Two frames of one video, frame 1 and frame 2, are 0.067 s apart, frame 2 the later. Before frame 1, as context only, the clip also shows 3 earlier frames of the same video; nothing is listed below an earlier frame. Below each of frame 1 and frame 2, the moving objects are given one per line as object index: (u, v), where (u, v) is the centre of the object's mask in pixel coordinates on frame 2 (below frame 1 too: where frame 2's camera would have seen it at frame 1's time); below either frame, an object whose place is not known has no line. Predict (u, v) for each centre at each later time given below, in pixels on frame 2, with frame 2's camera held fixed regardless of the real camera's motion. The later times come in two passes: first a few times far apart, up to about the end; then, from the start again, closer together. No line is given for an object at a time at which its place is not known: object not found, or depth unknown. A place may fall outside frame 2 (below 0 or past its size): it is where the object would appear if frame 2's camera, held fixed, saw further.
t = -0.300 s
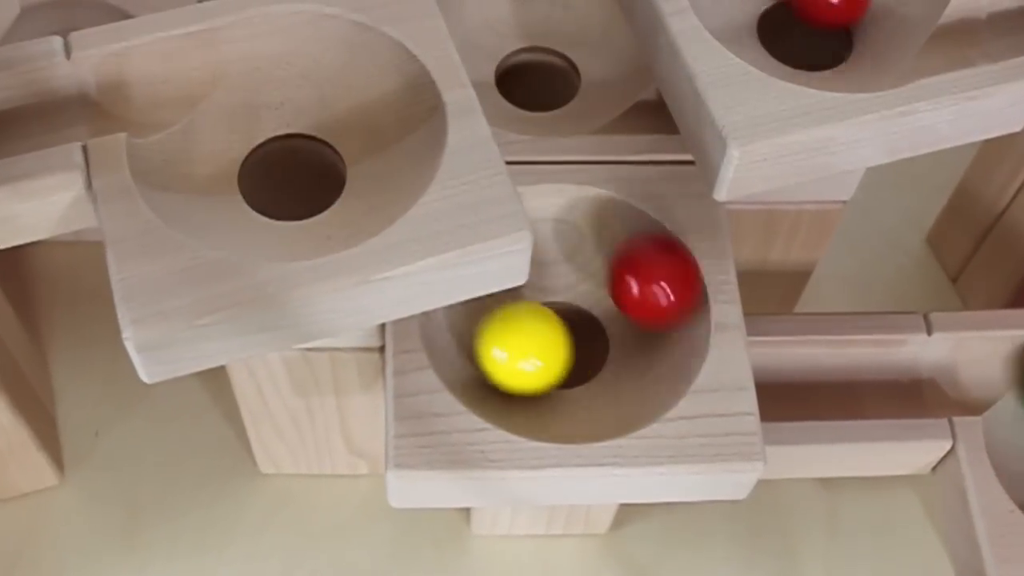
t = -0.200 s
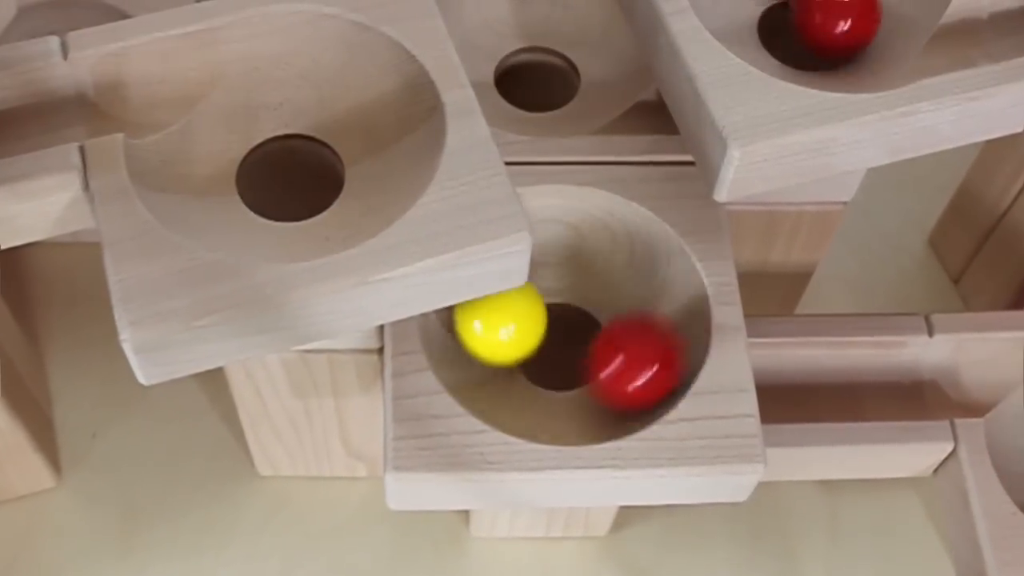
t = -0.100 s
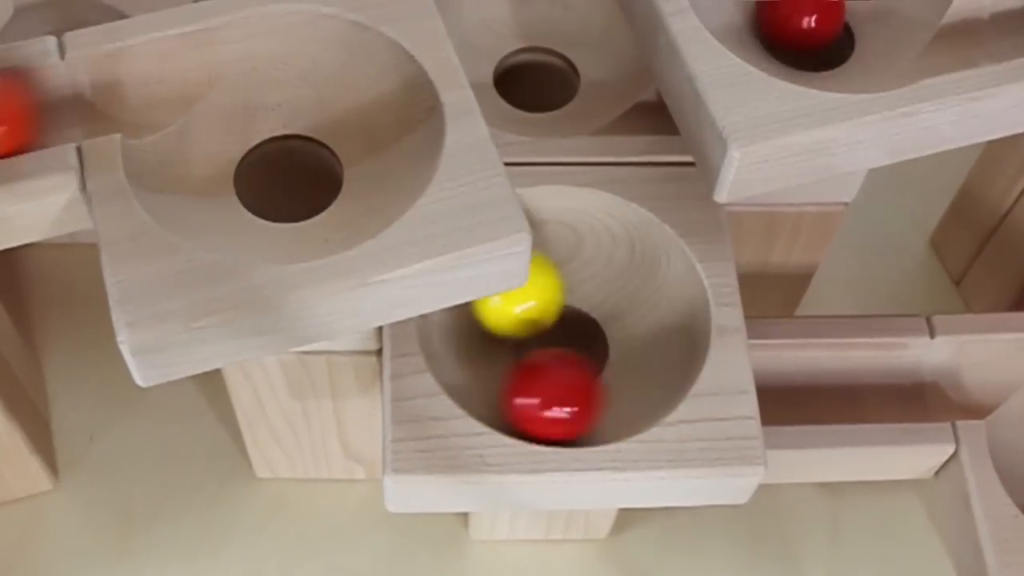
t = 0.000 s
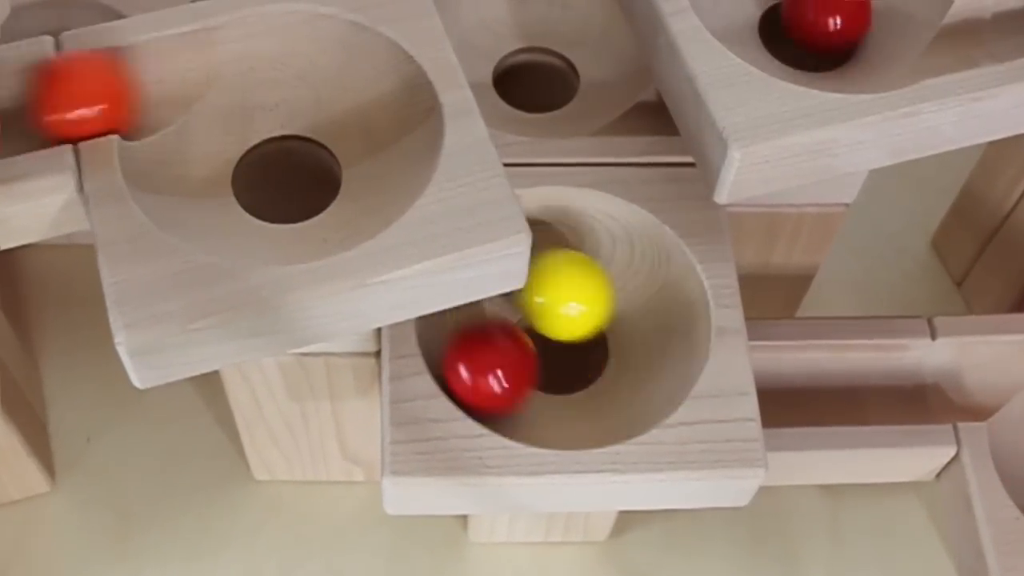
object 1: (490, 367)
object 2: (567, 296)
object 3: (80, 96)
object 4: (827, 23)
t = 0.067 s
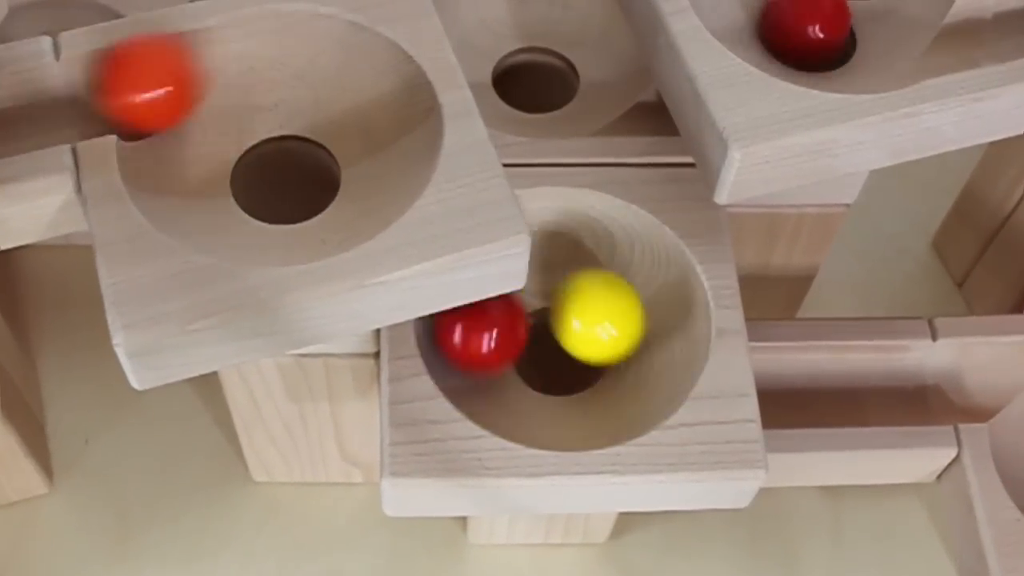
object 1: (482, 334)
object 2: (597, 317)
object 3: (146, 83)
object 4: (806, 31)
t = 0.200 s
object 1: (552, 258)
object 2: (603, 363)
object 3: (288, 76)
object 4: (815, 33)
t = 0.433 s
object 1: (644, 322)
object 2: (525, 335)
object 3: (345, 182)
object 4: (808, 33)
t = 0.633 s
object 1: (527, 385)
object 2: (580, 279)
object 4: (809, 33)
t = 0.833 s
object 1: (492, 317)
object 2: (593, 348)
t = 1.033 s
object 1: (618, 269)
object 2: (513, 338)
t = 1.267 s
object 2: (573, 294)
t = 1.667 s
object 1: (546, 251)
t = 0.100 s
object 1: (491, 322)
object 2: (607, 330)
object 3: (179, 75)
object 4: (812, 21)
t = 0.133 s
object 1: (510, 306)
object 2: (610, 342)
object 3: (214, 70)
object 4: (826, 23)
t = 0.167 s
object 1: (534, 282)
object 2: (609, 354)
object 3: (249, 70)
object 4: (828, 27)
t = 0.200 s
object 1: (552, 258)
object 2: (603, 363)
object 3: (288, 76)
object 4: (815, 33)
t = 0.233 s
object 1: (566, 249)
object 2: (594, 371)
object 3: (325, 86)
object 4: (807, 32)
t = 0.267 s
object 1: (586, 245)
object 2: (582, 374)
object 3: (357, 97)
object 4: (819, 28)
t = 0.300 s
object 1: (609, 248)
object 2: (568, 373)
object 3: (382, 111)
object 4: (820, 32)
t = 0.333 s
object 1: (628, 259)
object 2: (554, 369)
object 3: (391, 123)
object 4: (809, 33)
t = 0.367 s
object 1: (640, 277)
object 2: (541, 361)
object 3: (387, 143)
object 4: (807, 32)
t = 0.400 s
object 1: (645, 299)
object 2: (531, 349)
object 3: (372, 164)
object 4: (817, 32)
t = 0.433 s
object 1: (644, 322)
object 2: (525, 335)
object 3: (345, 182)
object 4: (808, 33)
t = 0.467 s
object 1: (635, 344)
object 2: (527, 321)
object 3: (313, 196)
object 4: (808, 28)
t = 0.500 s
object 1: (620, 363)
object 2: (535, 307)
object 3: (281, 197)
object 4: (817, 32)
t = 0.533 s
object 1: (599, 377)
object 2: (546, 294)
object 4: (808, 33)
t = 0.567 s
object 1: (576, 387)
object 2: (558, 284)
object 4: (812, 33)
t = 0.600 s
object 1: (552, 389)
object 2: (569, 279)
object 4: (811, 34)
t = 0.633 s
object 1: (527, 385)
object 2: (580, 279)
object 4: (809, 33)
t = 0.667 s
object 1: (504, 377)
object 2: (592, 285)
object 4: (812, 34)
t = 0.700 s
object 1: (487, 364)
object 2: (601, 294)
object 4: (809, 33)
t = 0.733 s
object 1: (477, 348)
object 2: (606, 306)
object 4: (809, 34)
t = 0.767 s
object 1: (475, 337)
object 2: (607, 320)
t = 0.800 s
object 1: (481, 327)
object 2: (602, 334)
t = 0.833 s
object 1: (492, 317)
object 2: (593, 348)
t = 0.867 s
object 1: (515, 300)
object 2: (579, 357)
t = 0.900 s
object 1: (537, 280)
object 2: (563, 362)
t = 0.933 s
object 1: (556, 266)
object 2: (547, 361)
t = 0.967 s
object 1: (572, 261)
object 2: (532, 356)
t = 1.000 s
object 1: (597, 263)
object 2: (520, 348)
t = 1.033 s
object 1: (618, 269)
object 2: (513, 338)
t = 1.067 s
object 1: (636, 280)
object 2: (511, 330)
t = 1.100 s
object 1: (648, 295)
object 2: (515, 322)
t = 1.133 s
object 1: (654, 312)
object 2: (523, 312)
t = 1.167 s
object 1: (652, 330)
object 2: (535, 303)
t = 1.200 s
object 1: (643, 347)
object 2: (547, 296)
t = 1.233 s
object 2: (559, 293)
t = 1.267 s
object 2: (573, 294)
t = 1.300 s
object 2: (587, 299)
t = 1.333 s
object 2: (599, 311)
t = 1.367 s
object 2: (604, 325)
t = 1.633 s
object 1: (532, 268)
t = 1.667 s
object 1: (546, 251)
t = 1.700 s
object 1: (557, 245)
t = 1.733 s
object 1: (571, 248)
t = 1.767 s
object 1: (594, 252)
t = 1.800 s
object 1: (615, 261)
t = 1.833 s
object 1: (632, 273)
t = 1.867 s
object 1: (645, 291)
